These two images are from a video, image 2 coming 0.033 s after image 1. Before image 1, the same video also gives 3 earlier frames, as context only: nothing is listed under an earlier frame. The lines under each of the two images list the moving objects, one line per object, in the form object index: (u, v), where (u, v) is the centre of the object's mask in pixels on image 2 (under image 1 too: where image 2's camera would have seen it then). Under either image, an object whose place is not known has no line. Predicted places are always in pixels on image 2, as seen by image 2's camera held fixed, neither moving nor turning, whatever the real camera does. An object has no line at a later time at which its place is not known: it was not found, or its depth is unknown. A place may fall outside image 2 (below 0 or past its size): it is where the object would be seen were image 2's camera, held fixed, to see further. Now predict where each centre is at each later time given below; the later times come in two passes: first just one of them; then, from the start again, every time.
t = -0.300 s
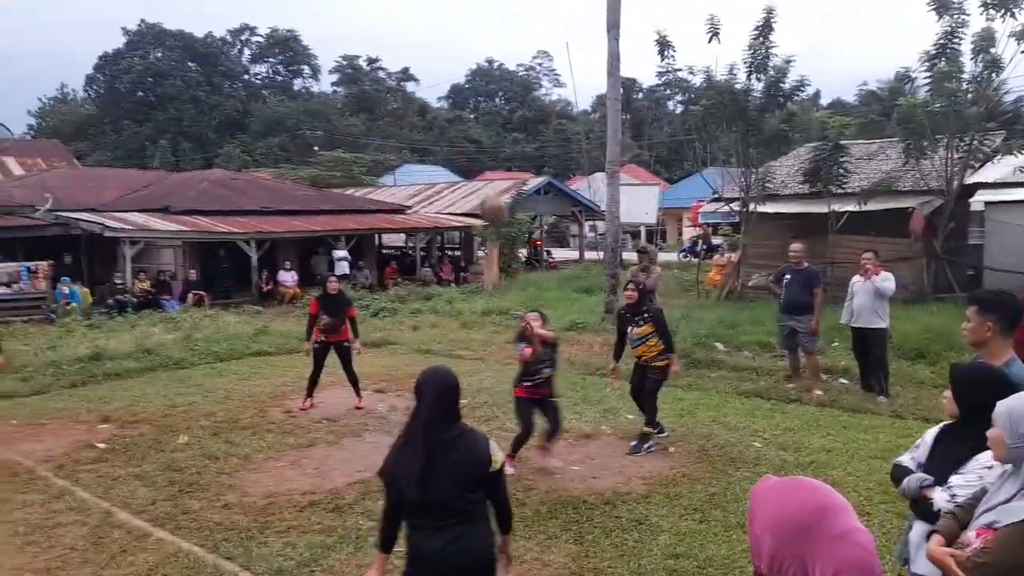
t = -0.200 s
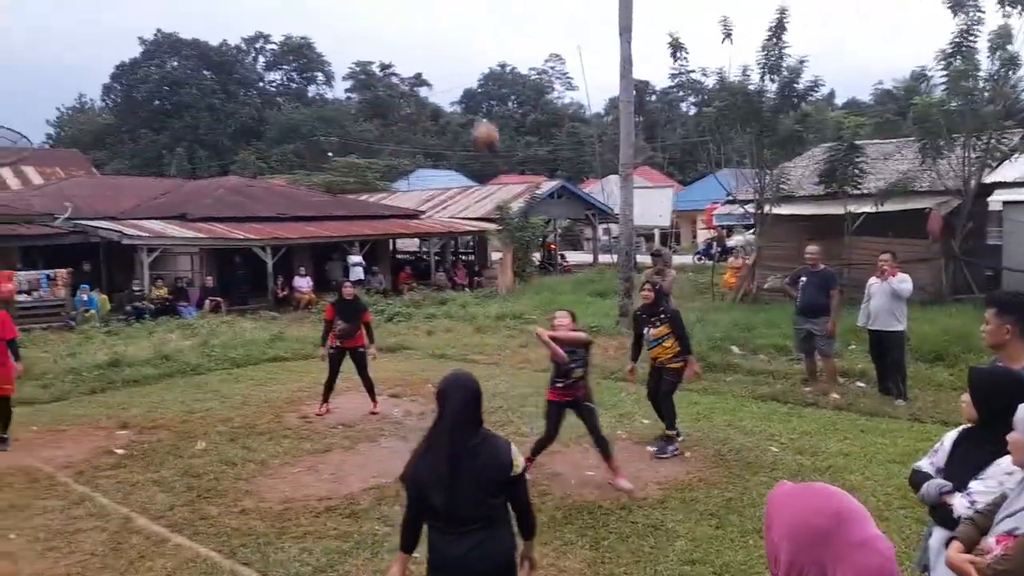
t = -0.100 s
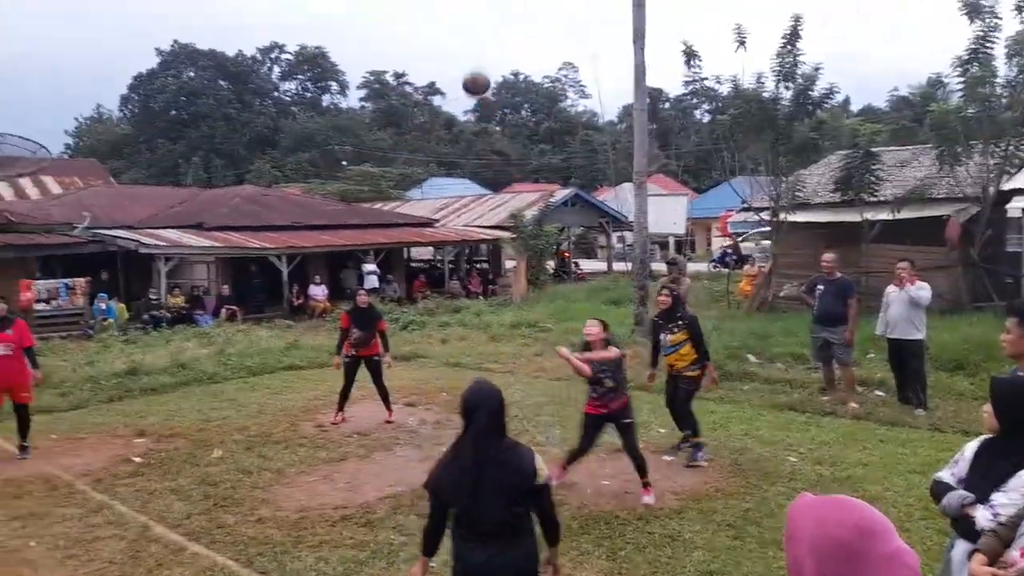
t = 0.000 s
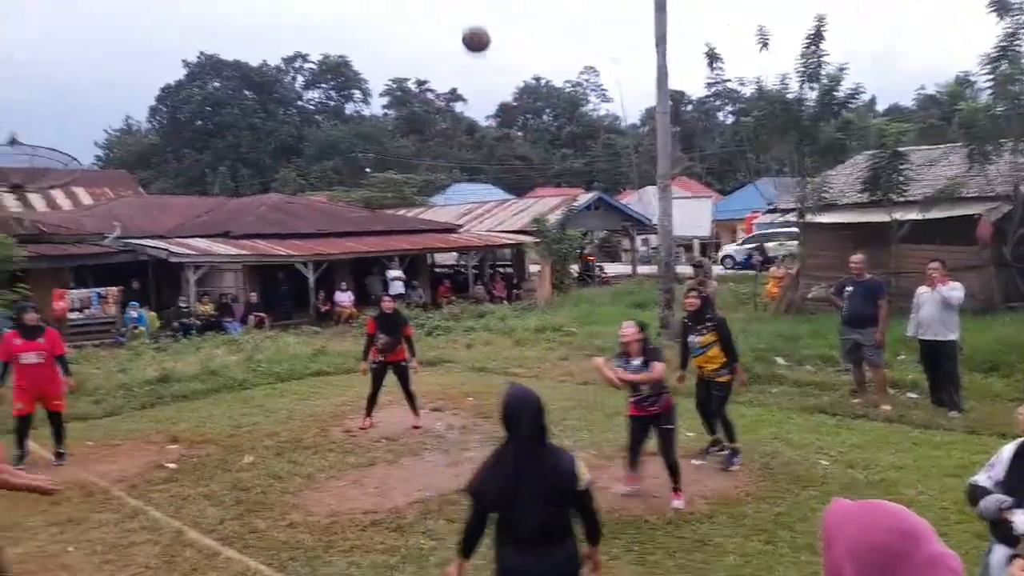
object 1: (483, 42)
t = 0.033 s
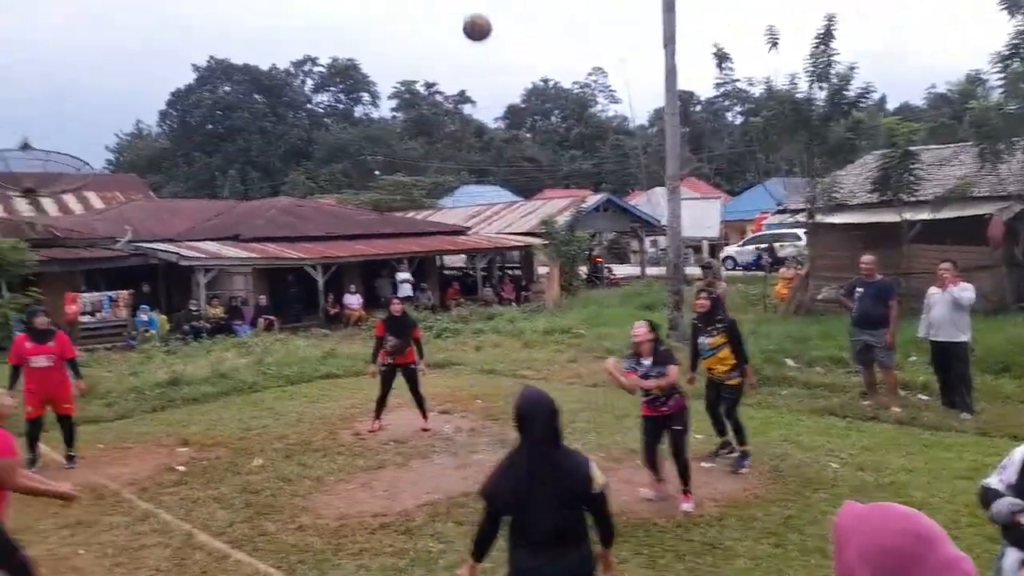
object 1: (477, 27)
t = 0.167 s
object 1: (447, -2)
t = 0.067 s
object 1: (469, 14)
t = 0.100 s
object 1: (461, 5)
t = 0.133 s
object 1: (454, 1)
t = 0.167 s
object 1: (447, -2)
